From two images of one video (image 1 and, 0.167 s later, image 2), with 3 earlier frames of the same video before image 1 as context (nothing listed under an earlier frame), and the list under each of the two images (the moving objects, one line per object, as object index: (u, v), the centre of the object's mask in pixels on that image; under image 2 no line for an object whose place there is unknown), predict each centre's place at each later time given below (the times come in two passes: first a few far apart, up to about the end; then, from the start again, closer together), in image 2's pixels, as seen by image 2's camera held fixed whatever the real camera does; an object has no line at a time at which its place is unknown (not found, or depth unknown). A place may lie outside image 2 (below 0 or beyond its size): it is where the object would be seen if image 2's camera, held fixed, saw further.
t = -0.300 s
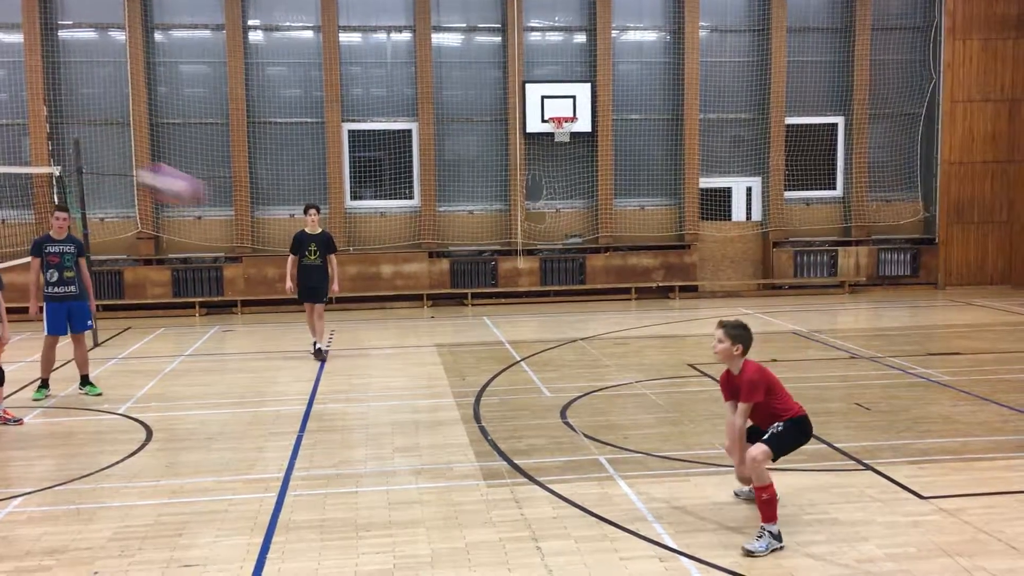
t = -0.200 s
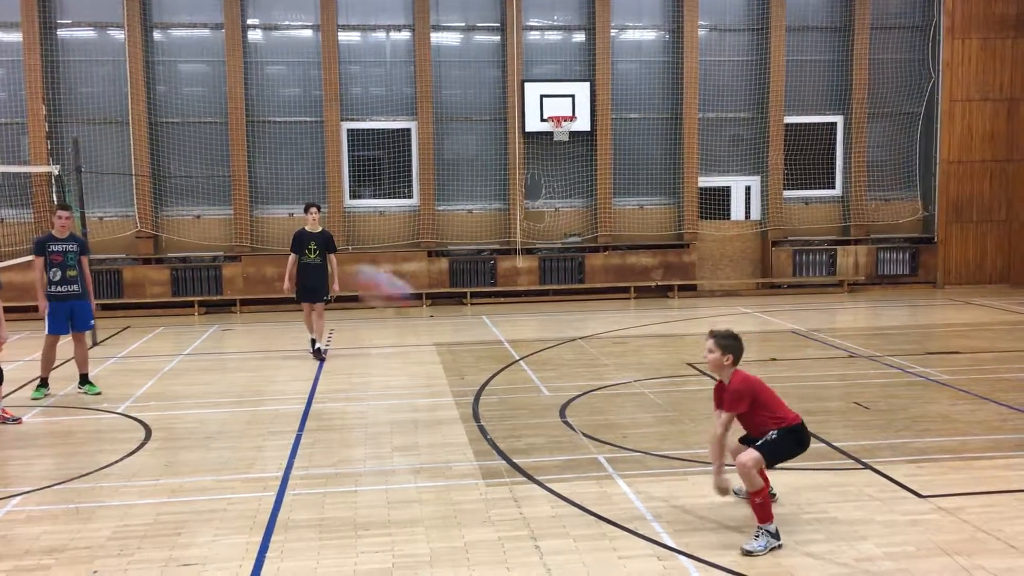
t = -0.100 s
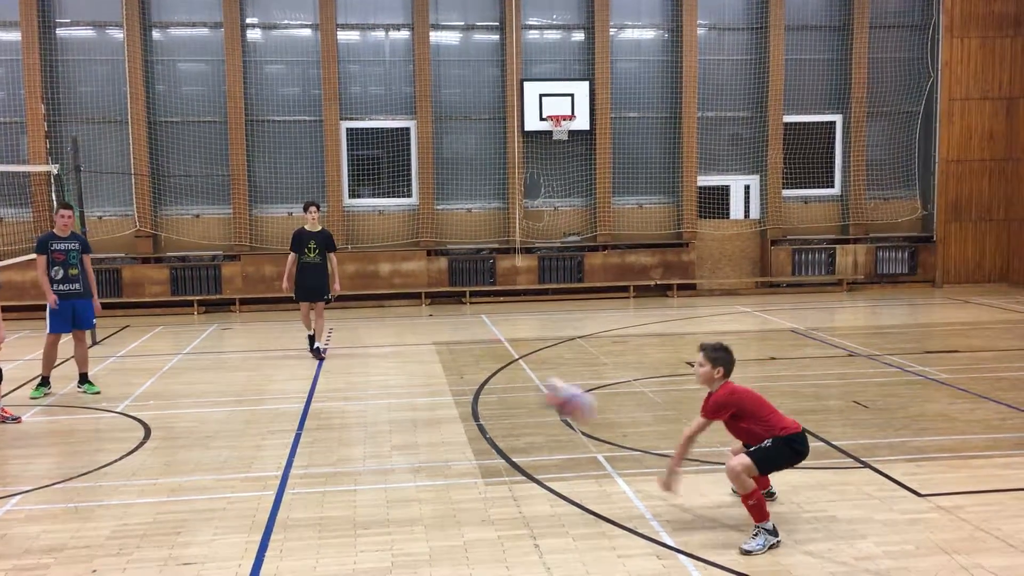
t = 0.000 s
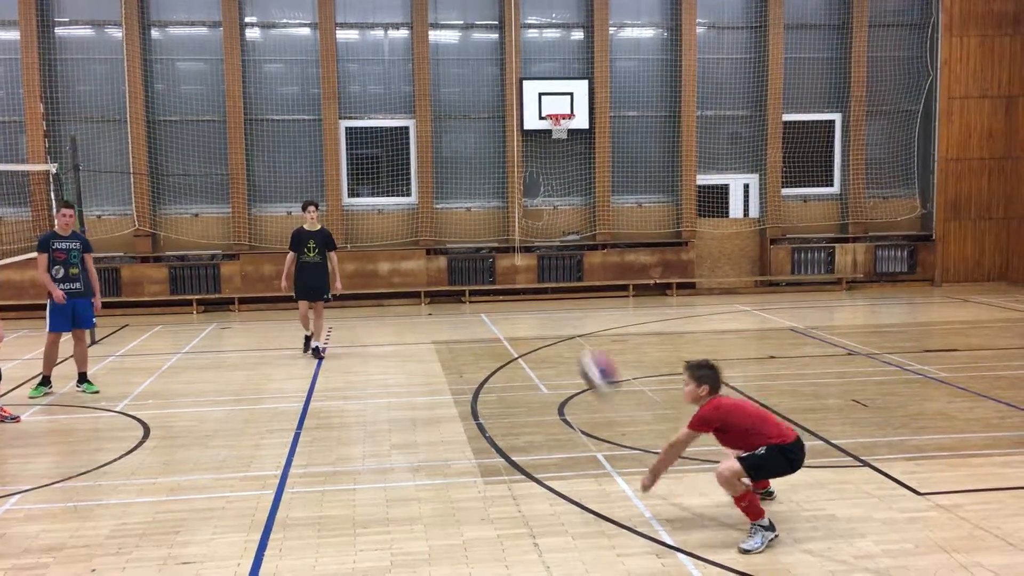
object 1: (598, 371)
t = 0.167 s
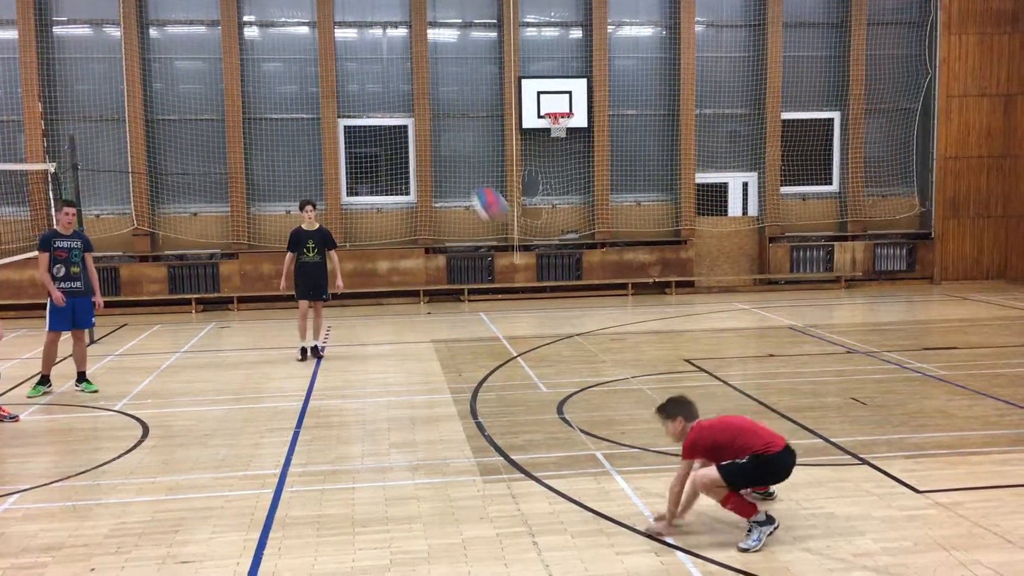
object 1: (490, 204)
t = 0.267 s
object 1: (438, 141)
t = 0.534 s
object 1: (325, 63)
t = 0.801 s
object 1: (245, 84)
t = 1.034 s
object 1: (194, 160)
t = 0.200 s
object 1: (472, 183)
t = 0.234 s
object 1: (453, 161)
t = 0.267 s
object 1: (438, 141)
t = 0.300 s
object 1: (420, 123)
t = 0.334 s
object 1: (403, 109)
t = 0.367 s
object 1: (391, 99)
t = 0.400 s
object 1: (377, 88)
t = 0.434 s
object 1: (362, 79)
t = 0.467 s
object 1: (350, 72)
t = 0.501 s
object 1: (336, 66)
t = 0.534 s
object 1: (325, 63)
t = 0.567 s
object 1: (312, 60)
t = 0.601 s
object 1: (301, 60)
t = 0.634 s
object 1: (292, 61)
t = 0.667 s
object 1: (280, 64)
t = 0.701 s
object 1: (271, 67)
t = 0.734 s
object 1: (261, 71)
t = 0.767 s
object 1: (253, 77)
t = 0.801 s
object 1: (245, 84)
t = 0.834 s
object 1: (236, 91)
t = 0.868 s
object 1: (229, 101)
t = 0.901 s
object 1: (220, 111)
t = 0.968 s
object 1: (207, 132)
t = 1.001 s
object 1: (200, 146)
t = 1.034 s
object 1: (194, 160)
